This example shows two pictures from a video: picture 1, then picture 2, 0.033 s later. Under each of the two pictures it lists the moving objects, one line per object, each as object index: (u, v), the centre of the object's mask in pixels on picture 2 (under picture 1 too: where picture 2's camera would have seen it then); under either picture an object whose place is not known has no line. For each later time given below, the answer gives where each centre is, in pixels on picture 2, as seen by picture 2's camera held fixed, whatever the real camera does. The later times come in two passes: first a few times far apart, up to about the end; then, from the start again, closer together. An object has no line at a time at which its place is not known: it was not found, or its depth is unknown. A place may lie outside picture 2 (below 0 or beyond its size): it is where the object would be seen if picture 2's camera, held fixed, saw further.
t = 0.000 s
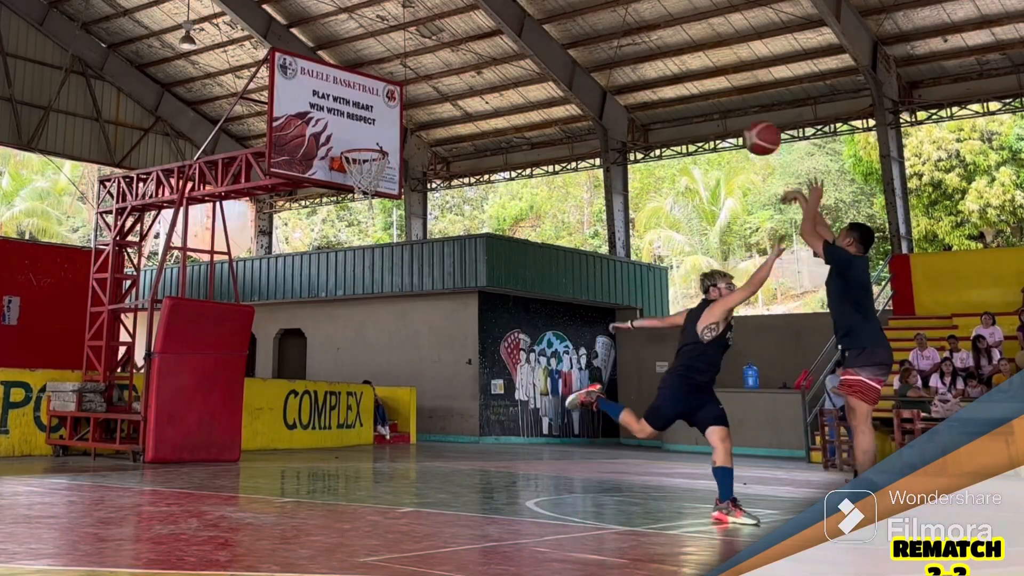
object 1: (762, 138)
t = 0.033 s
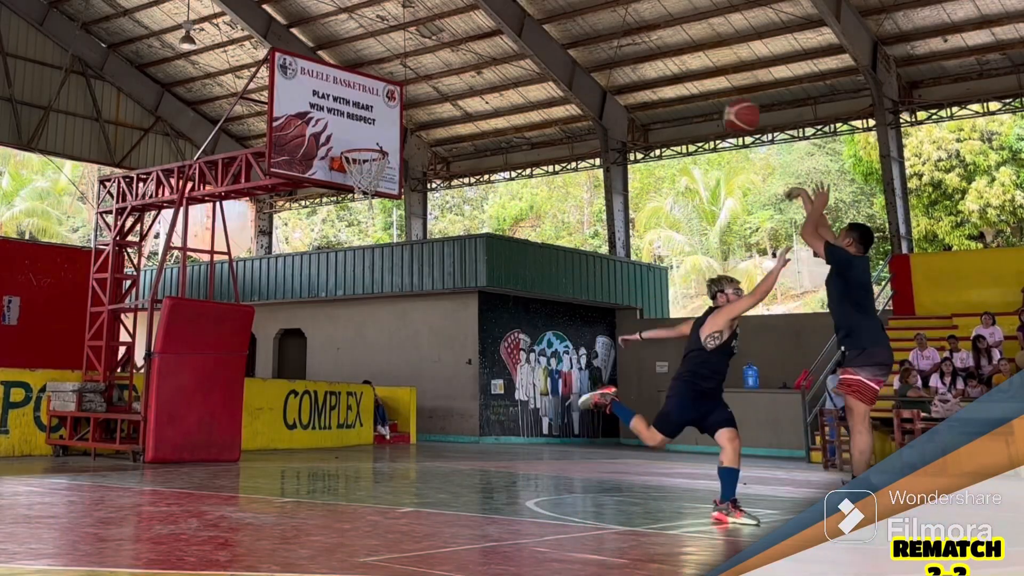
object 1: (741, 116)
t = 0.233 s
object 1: (634, 28)
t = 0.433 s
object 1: (548, 6)
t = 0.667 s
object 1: (468, 23)
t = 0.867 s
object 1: (408, 82)
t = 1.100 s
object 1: (367, 141)
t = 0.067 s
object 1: (722, 96)
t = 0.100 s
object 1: (702, 78)
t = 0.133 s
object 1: (684, 63)
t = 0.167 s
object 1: (667, 50)
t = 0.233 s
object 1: (634, 28)
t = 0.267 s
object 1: (619, 20)
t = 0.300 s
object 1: (603, 14)
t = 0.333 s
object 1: (588, 10)
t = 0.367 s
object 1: (575, 8)
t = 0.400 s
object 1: (561, 7)
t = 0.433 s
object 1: (548, 6)
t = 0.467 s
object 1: (535, 6)
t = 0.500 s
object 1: (524, 6)
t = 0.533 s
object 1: (511, 7)
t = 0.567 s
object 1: (501, 8)
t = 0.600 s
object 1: (489, 11)
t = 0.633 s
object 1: (478, 16)
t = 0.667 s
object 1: (468, 23)
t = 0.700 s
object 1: (456, 30)
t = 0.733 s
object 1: (447, 38)
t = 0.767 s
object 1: (436, 47)
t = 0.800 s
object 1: (427, 59)
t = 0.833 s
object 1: (417, 69)
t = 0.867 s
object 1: (408, 82)
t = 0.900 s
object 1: (397, 95)
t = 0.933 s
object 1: (389, 106)
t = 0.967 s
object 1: (379, 122)
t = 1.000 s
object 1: (371, 138)
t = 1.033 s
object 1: (362, 153)
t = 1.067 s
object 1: (364, 149)
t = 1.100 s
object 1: (367, 141)
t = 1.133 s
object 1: (367, 135)
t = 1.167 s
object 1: (367, 127)
